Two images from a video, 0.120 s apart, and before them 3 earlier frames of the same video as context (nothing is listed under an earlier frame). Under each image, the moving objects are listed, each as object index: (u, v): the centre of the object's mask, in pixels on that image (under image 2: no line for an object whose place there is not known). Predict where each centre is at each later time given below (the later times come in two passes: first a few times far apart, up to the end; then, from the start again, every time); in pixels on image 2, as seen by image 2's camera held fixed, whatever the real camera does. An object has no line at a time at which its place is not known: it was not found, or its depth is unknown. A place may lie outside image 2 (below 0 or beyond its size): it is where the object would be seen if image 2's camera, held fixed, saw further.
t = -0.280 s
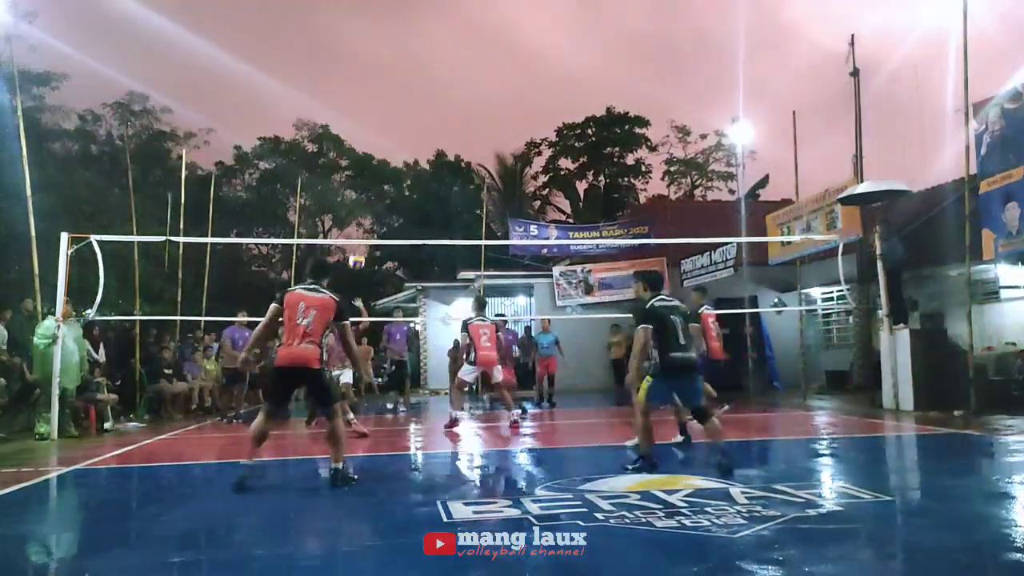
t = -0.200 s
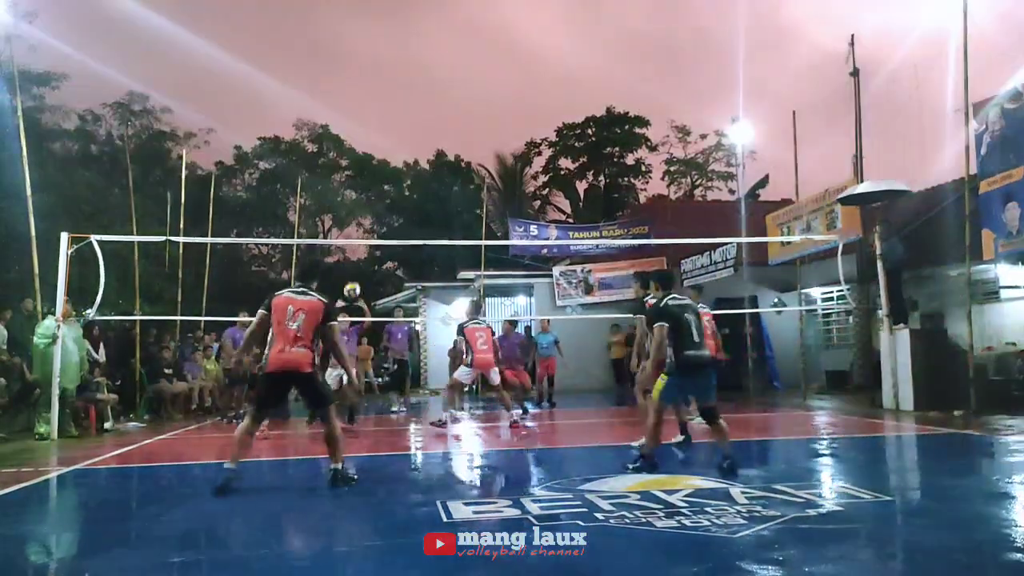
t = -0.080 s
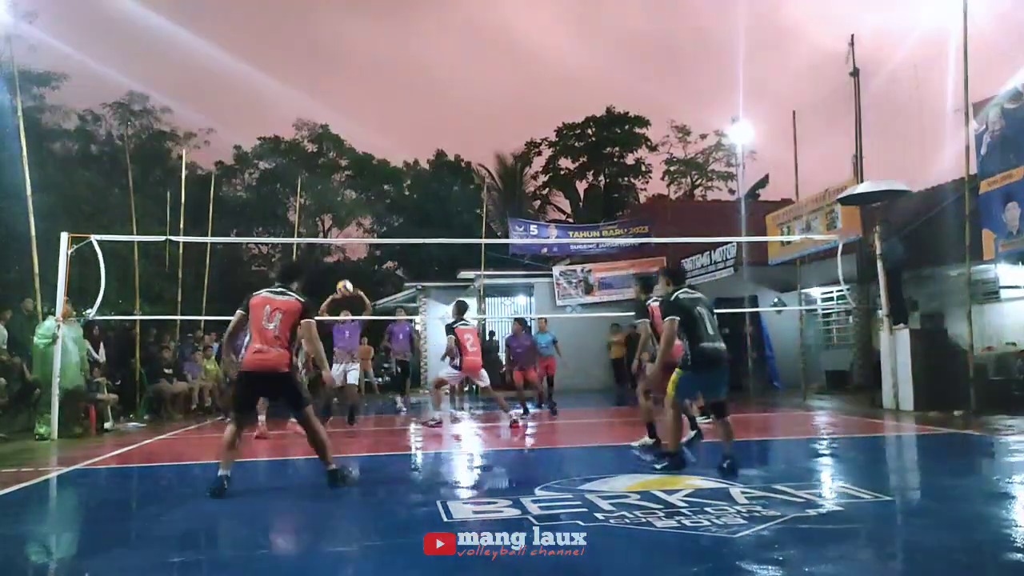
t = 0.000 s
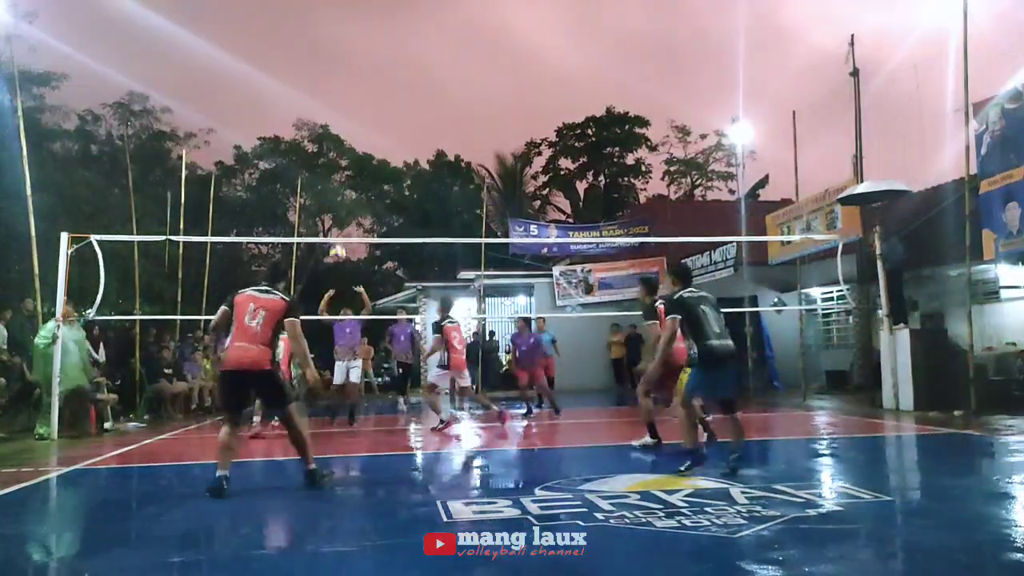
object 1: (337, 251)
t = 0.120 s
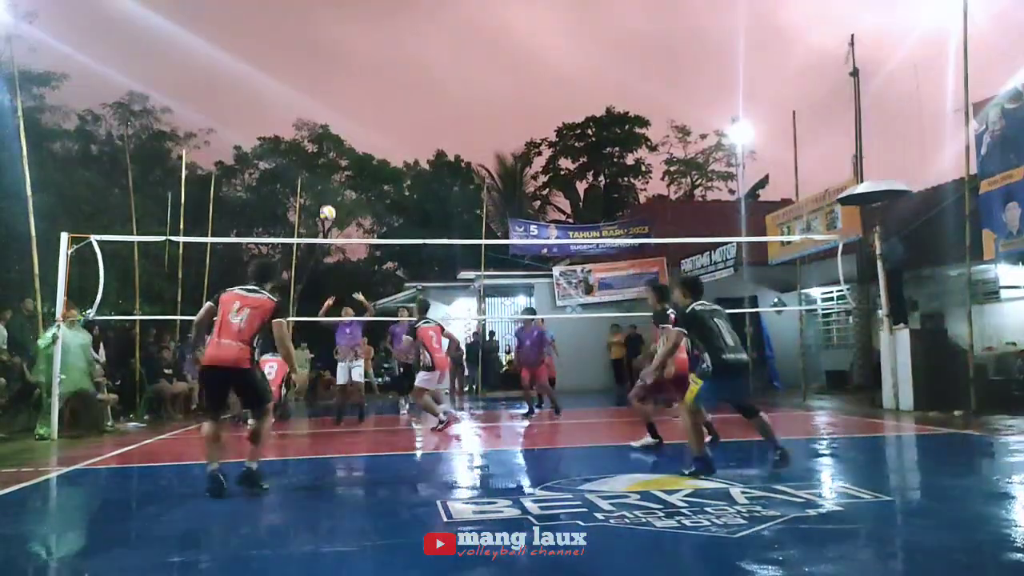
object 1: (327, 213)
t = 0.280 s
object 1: (314, 175)
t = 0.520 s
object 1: (292, 148)
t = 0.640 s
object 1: (283, 149)
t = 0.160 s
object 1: (324, 204)
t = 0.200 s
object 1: (320, 190)
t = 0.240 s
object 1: (317, 182)
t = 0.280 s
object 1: (314, 175)
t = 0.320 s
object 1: (310, 167)
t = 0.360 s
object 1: (307, 162)
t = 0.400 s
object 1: (304, 157)
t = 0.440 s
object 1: (299, 152)
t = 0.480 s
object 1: (296, 150)
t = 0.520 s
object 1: (292, 148)
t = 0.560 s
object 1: (289, 147)
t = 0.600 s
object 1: (287, 147)
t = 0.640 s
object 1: (283, 149)
